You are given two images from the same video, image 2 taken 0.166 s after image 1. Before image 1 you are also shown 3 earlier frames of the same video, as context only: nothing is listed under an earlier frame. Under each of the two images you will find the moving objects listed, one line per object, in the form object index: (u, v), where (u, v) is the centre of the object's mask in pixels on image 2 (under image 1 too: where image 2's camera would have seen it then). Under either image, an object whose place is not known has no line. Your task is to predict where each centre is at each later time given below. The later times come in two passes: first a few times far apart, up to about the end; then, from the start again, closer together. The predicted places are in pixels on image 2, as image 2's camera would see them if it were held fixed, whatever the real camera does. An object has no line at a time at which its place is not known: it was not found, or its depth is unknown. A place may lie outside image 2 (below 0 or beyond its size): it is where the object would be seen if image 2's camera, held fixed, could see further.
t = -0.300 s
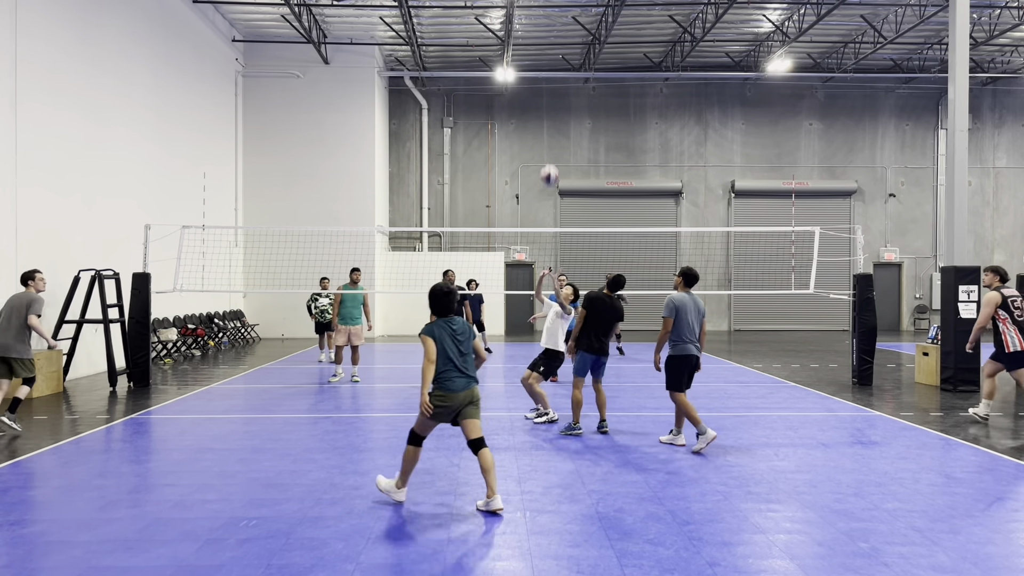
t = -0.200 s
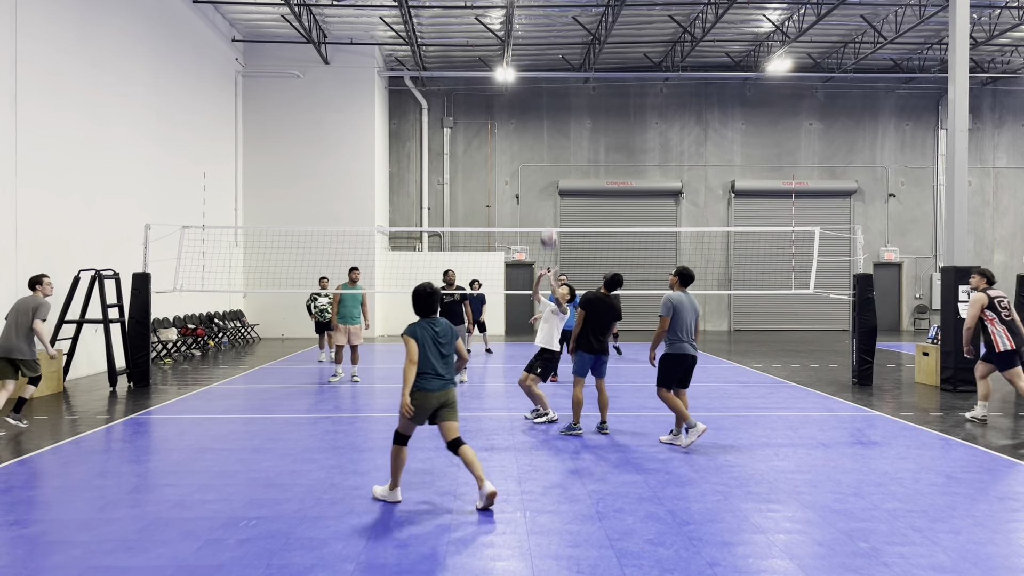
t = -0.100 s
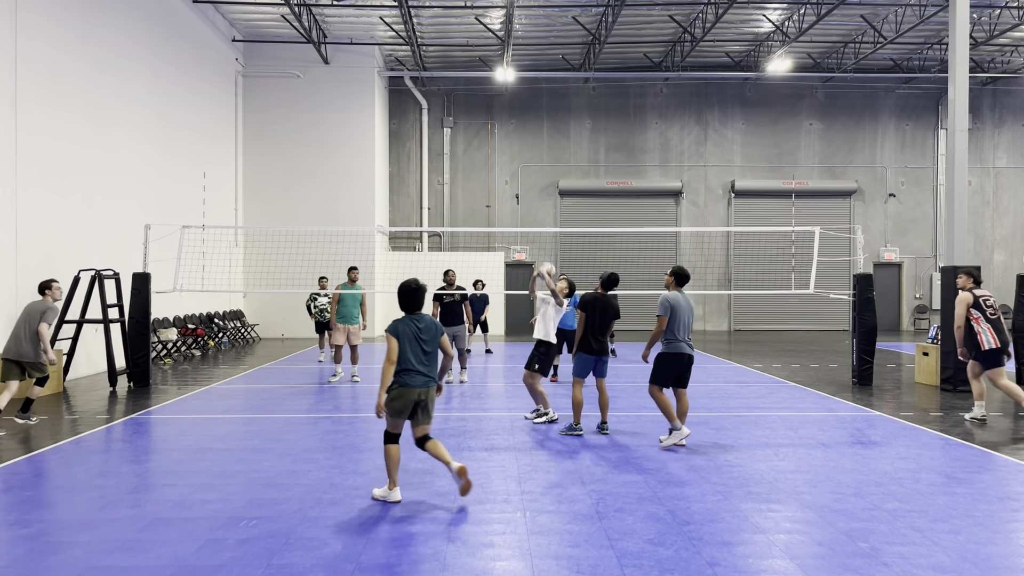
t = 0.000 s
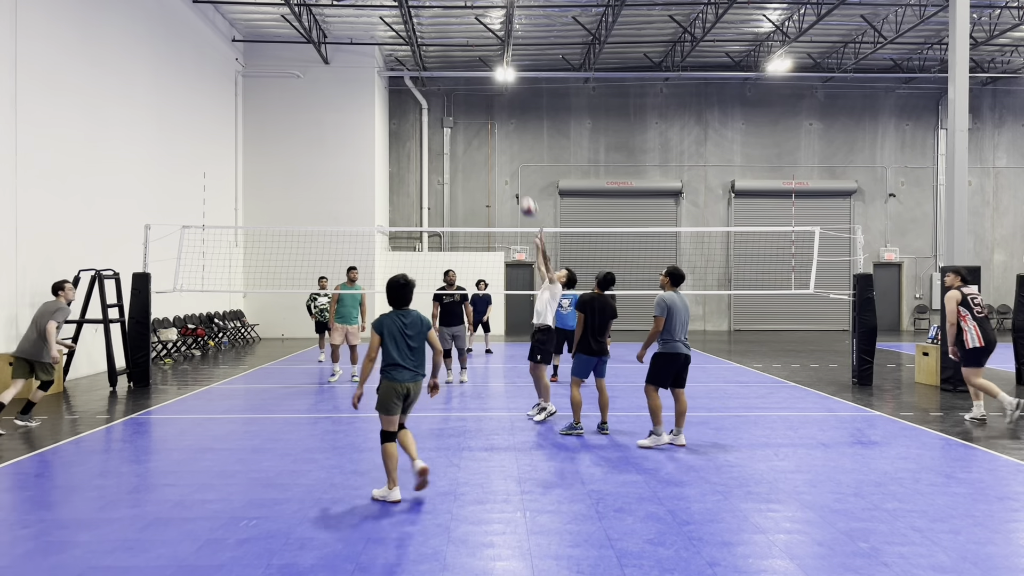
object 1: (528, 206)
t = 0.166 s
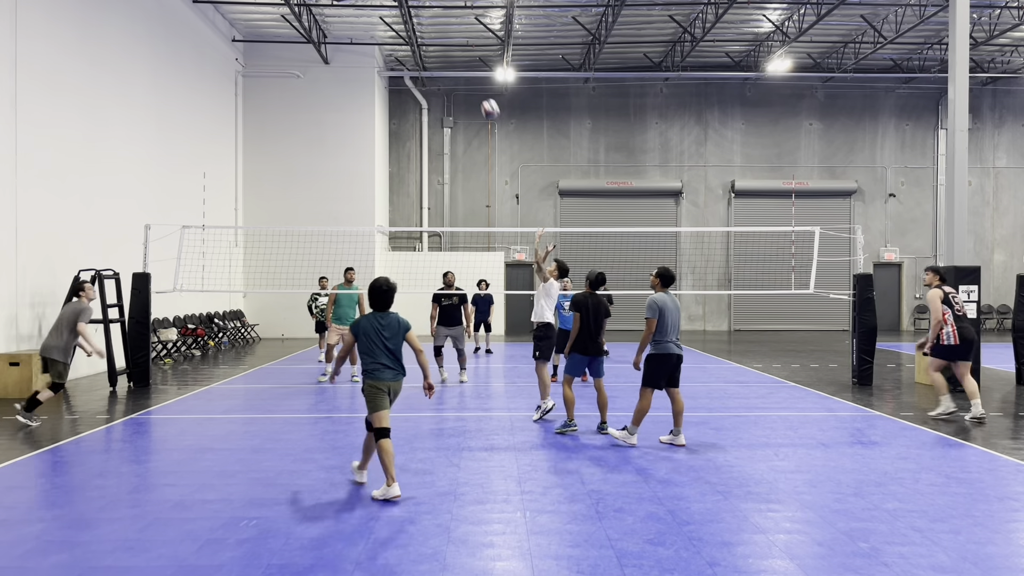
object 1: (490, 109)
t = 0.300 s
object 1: (460, 52)
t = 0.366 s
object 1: (446, 29)
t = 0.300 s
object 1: (460, 52)
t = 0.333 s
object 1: (453, 40)
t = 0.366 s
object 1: (446, 29)
